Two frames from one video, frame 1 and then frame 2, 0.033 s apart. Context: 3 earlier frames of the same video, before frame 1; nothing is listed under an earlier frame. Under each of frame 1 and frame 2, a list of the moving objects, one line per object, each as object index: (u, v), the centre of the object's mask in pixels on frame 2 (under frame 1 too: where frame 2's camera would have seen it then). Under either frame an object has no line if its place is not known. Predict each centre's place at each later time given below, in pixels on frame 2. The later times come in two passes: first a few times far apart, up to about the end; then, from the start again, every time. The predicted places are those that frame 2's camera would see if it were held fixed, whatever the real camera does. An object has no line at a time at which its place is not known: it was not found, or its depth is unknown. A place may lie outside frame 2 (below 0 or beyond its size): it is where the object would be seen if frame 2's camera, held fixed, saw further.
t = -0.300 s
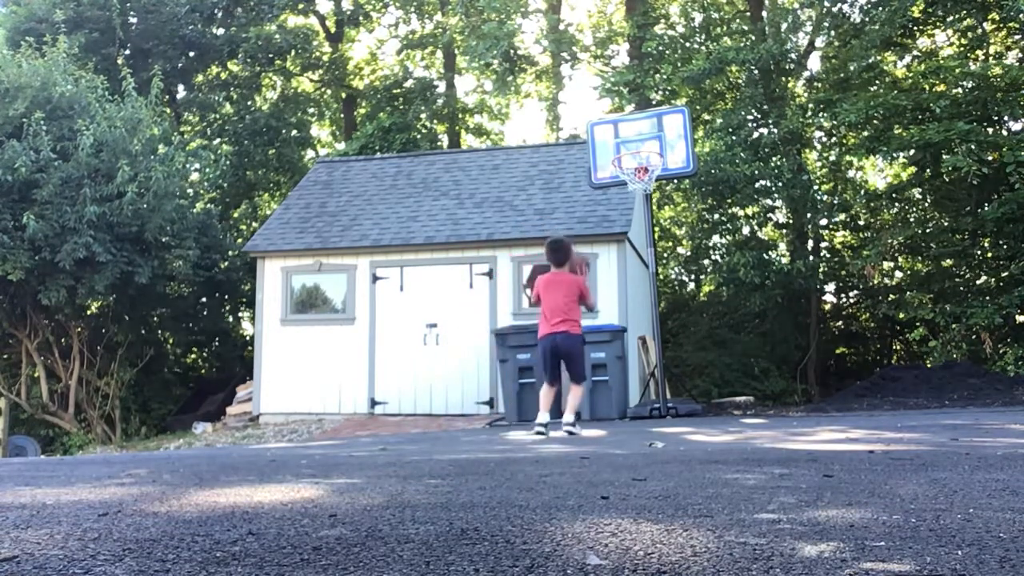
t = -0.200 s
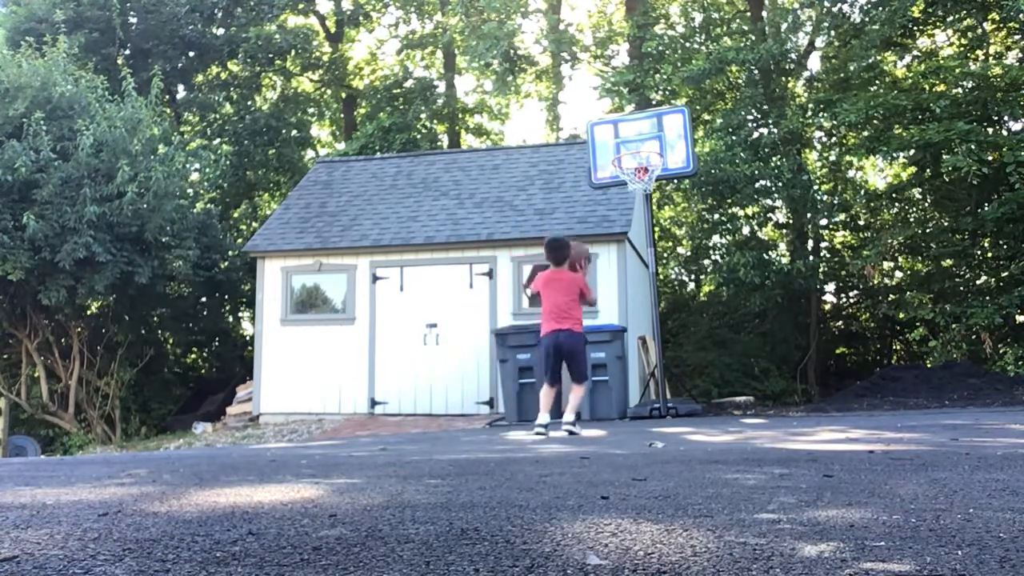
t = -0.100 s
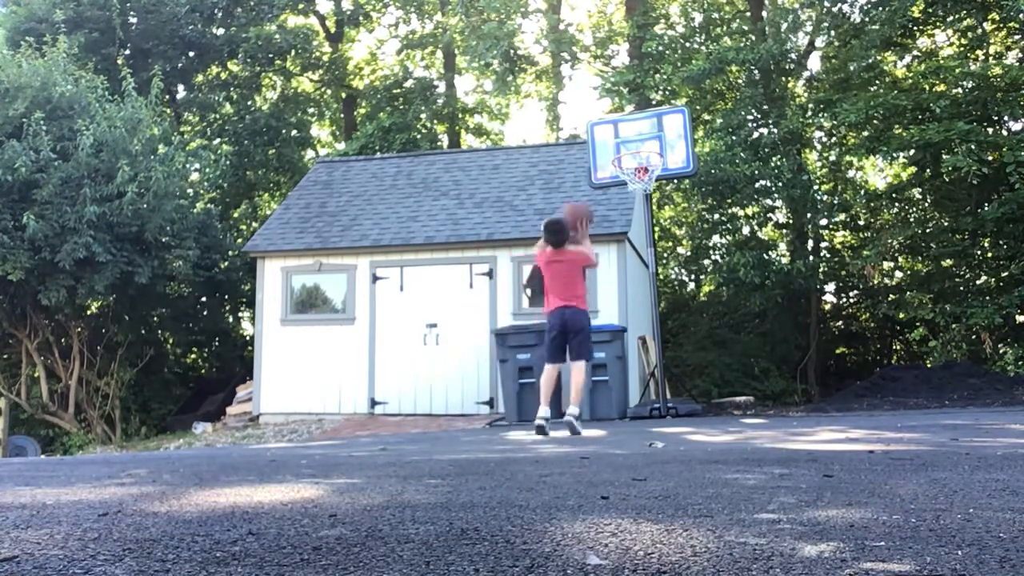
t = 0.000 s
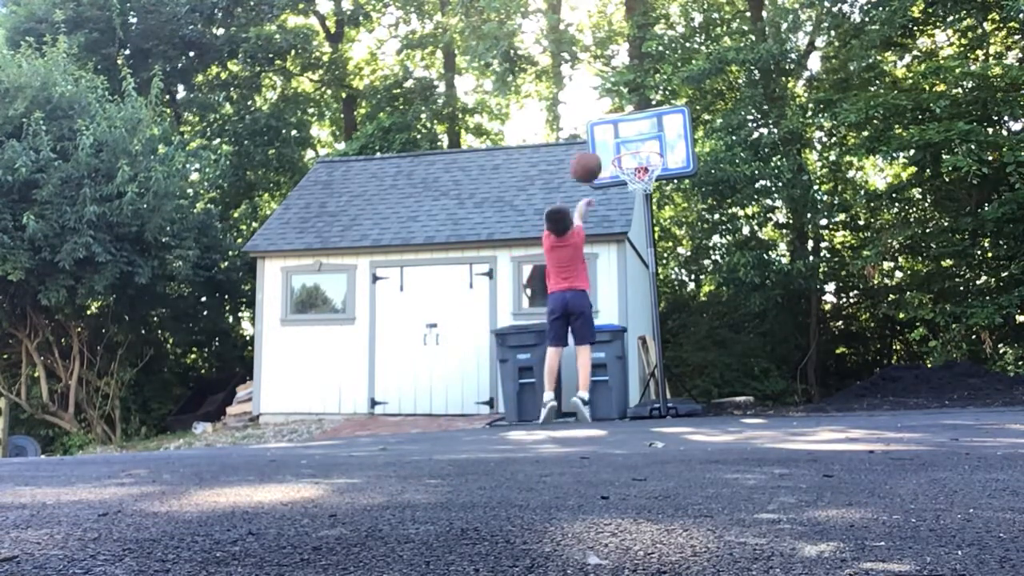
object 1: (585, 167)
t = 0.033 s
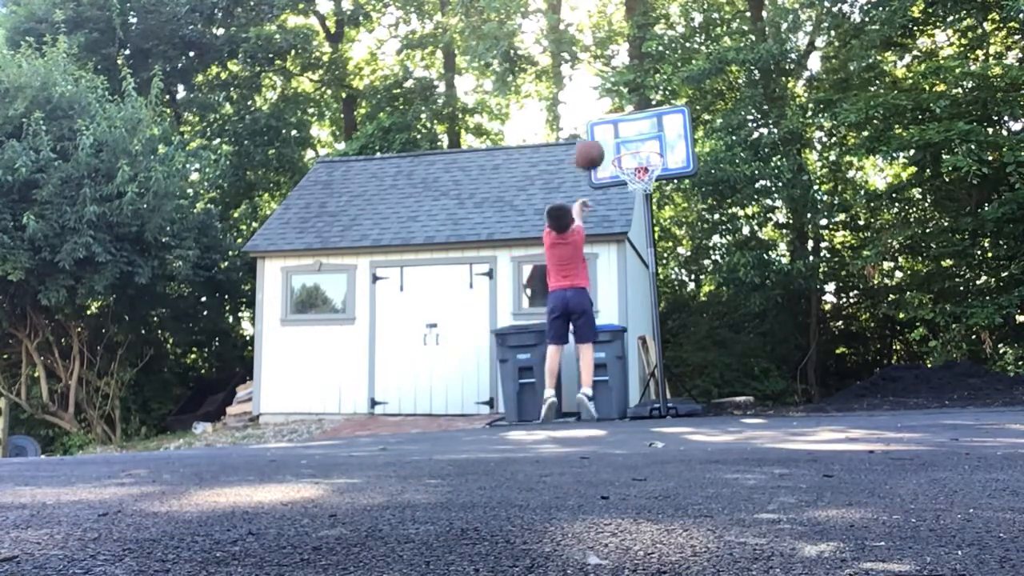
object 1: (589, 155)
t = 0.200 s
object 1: (602, 119)
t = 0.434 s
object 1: (617, 127)
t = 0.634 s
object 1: (638, 159)
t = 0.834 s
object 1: (641, 151)
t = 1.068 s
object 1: (623, 158)
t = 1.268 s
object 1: (644, 164)
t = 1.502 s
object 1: (651, 171)
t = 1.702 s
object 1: (629, 193)
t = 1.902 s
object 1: (628, 218)
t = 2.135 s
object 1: (630, 297)
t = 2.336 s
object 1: (629, 401)
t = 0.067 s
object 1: (591, 144)
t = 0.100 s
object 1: (594, 135)
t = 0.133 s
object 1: (597, 129)
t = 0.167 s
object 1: (600, 123)
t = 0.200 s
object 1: (602, 119)
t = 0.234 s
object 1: (605, 117)
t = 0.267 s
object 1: (607, 116)
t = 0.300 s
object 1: (609, 116)
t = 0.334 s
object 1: (611, 118)
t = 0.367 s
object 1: (614, 120)
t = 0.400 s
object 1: (615, 122)
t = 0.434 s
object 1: (617, 127)
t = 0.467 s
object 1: (619, 133)
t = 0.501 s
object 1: (621, 140)
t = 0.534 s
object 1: (623, 147)
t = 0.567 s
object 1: (625, 156)
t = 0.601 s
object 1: (630, 158)
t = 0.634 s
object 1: (638, 159)
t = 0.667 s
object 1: (643, 158)
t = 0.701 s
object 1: (646, 156)
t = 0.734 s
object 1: (648, 154)
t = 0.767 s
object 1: (648, 152)
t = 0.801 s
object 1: (645, 151)
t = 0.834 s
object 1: (641, 151)
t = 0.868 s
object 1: (636, 150)
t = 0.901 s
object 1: (632, 150)
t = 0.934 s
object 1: (630, 151)
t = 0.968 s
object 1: (627, 152)
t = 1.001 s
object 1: (623, 154)
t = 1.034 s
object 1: (623, 155)
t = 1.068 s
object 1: (623, 158)
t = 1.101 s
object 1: (626, 159)
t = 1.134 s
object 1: (630, 161)
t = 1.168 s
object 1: (634, 162)
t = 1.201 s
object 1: (638, 162)
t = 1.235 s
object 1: (643, 162)
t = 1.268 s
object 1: (644, 164)
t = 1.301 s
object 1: (645, 164)
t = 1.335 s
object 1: (645, 163)
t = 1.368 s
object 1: (650, 165)
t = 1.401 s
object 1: (651, 168)
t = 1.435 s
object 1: (650, 170)
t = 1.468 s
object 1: (648, 169)
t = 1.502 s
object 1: (651, 171)
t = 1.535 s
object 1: (642, 175)
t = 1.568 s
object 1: (641, 179)
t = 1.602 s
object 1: (634, 189)
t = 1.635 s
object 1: (632, 191)
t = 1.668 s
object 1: (631, 191)
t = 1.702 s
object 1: (629, 193)
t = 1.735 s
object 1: (628, 194)
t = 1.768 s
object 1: (628, 196)
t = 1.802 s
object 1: (628, 199)
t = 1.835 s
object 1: (628, 204)
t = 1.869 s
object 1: (628, 211)
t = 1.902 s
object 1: (628, 218)
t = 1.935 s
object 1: (628, 226)
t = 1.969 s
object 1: (628, 236)
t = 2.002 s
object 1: (629, 247)
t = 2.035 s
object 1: (629, 258)
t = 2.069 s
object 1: (629, 270)
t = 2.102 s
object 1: (630, 283)
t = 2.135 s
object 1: (630, 297)
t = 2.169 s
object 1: (630, 312)
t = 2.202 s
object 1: (632, 327)
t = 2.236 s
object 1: (629, 345)
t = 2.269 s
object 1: (629, 363)
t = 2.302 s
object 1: (629, 382)
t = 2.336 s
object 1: (629, 401)
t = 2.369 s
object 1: (621, 389)
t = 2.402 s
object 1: (612, 378)
